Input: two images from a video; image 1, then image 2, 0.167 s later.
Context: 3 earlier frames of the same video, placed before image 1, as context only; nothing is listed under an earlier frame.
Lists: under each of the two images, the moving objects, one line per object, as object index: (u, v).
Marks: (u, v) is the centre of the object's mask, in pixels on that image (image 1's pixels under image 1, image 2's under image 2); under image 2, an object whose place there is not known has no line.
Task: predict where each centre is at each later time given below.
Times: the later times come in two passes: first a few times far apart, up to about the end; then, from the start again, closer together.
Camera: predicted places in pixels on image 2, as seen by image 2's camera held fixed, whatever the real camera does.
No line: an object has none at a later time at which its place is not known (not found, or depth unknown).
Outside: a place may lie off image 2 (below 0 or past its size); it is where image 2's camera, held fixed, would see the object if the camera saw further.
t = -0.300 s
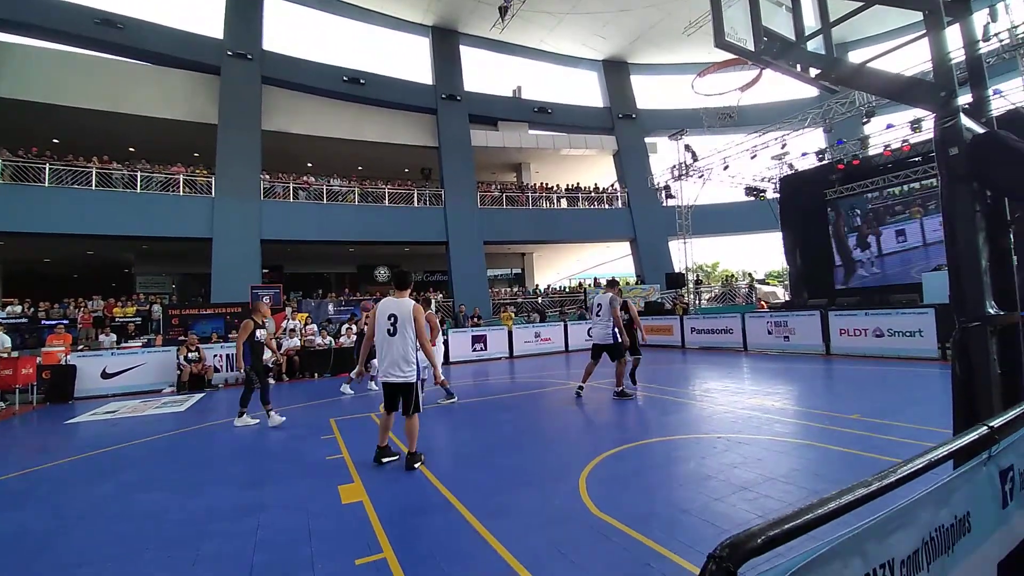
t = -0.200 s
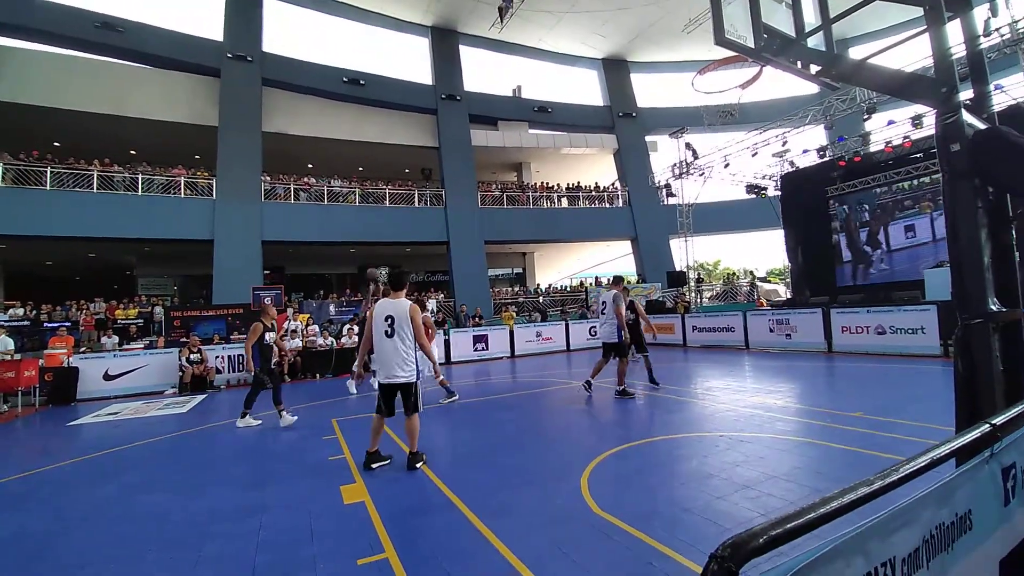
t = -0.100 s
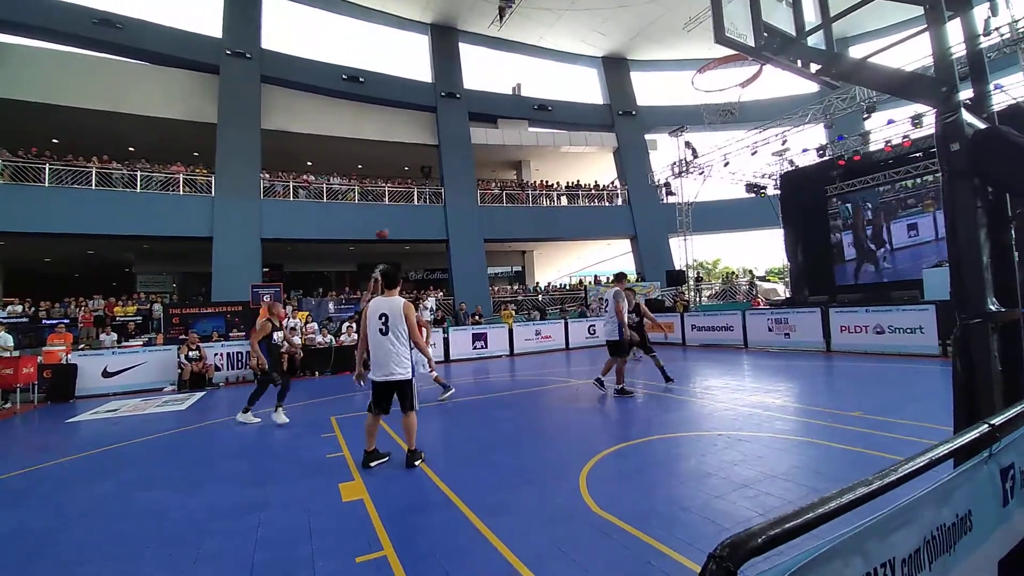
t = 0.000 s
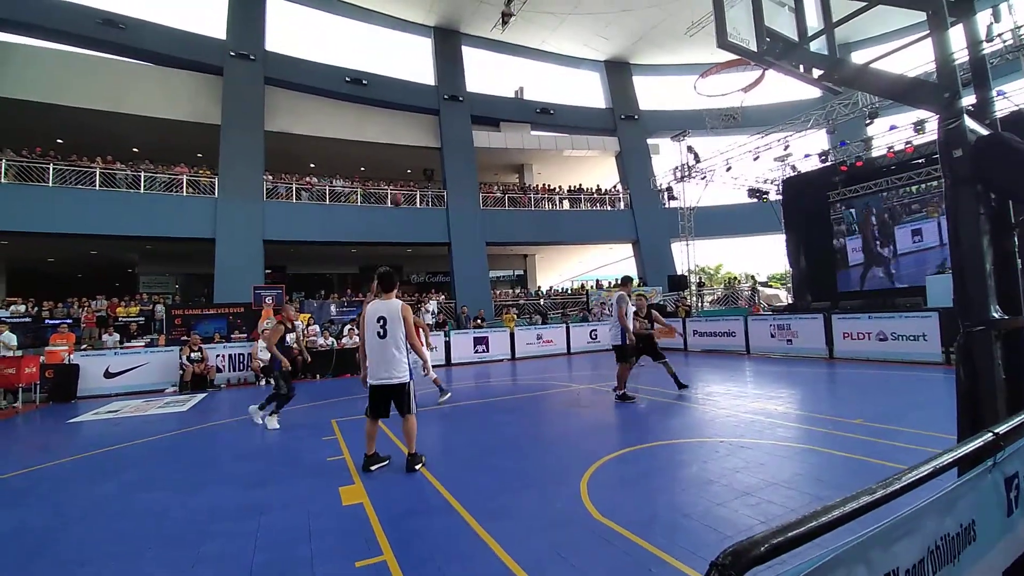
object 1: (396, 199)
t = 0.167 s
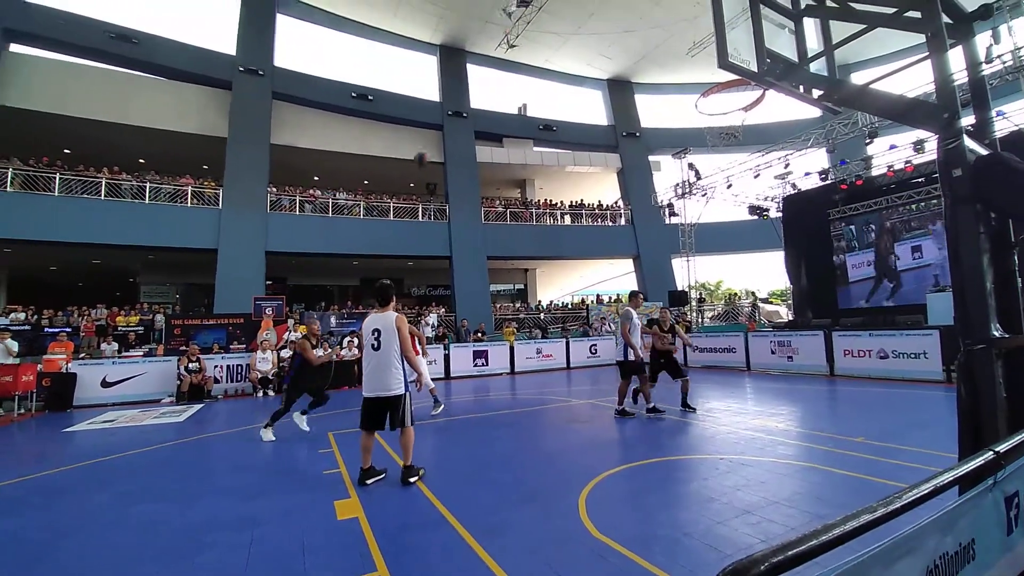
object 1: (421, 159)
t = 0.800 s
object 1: (548, 52)
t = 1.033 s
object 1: (639, 85)
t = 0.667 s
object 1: (512, 56)
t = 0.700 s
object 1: (520, 54)
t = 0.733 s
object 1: (529, 53)
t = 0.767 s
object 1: (539, 52)
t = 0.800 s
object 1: (548, 52)
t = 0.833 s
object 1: (559, 53)
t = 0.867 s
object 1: (570, 55)
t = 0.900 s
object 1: (582, 59)
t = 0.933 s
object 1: (594, 63)
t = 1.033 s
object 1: (639, 85)
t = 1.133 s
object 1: (692, 126)
